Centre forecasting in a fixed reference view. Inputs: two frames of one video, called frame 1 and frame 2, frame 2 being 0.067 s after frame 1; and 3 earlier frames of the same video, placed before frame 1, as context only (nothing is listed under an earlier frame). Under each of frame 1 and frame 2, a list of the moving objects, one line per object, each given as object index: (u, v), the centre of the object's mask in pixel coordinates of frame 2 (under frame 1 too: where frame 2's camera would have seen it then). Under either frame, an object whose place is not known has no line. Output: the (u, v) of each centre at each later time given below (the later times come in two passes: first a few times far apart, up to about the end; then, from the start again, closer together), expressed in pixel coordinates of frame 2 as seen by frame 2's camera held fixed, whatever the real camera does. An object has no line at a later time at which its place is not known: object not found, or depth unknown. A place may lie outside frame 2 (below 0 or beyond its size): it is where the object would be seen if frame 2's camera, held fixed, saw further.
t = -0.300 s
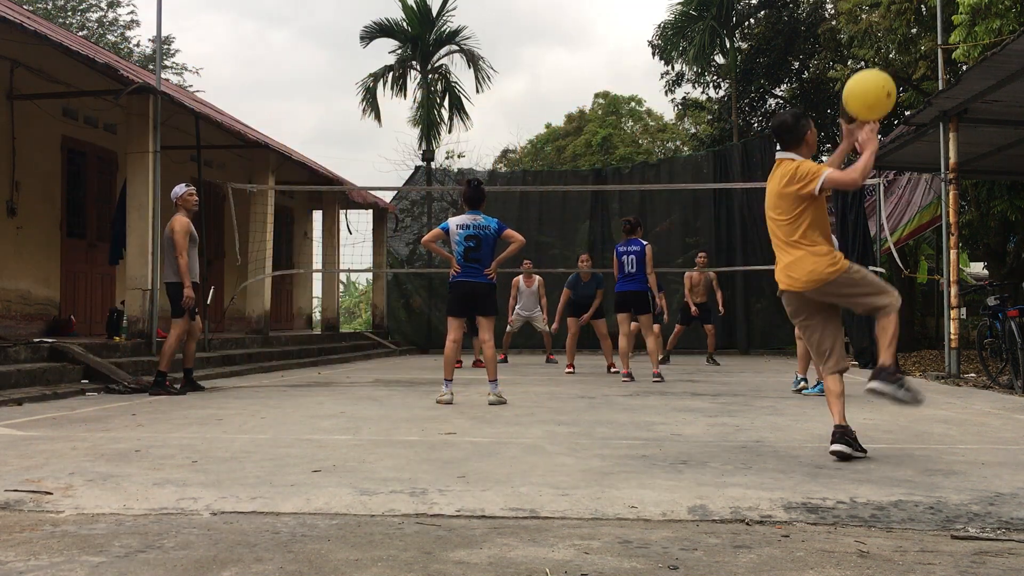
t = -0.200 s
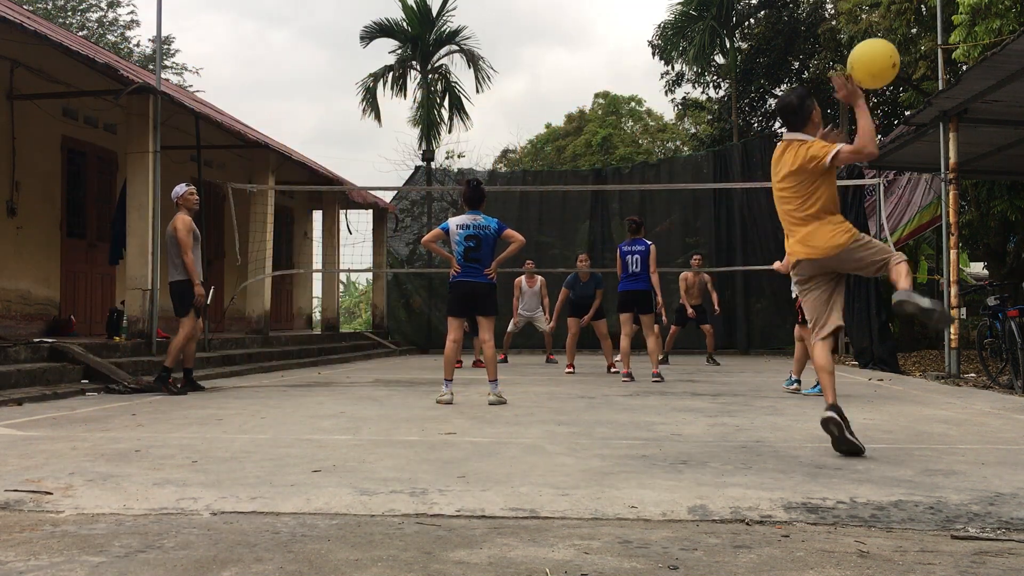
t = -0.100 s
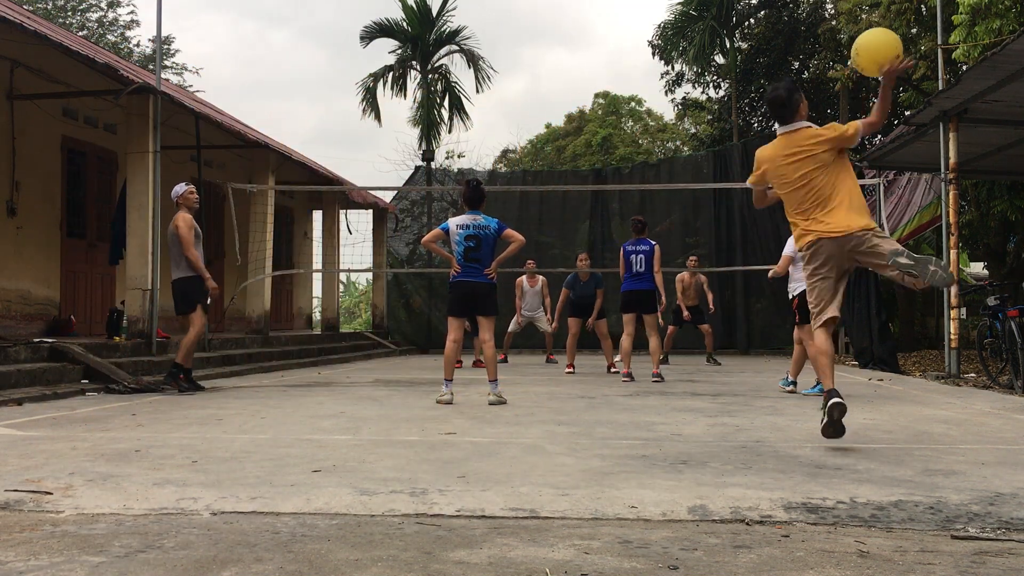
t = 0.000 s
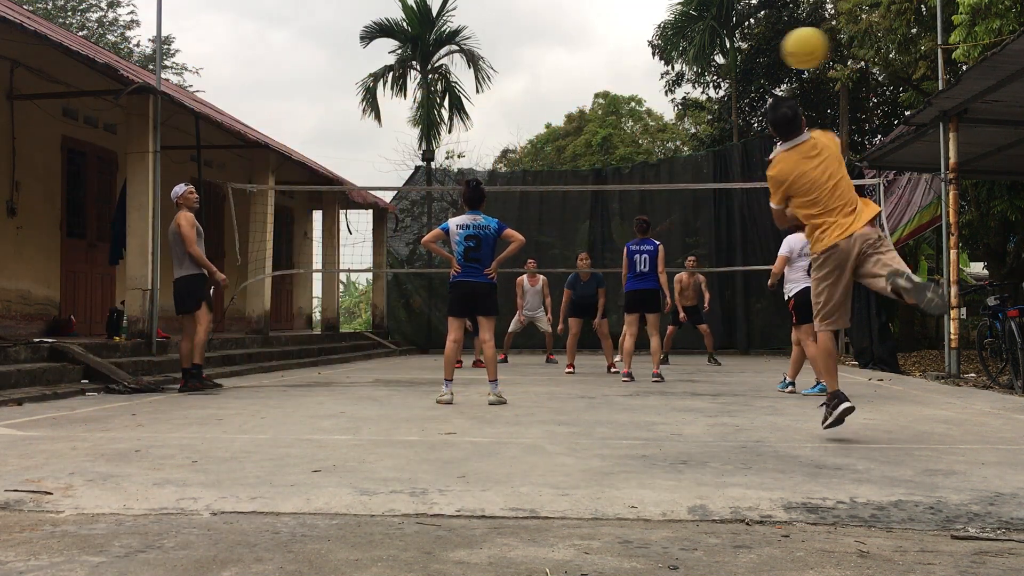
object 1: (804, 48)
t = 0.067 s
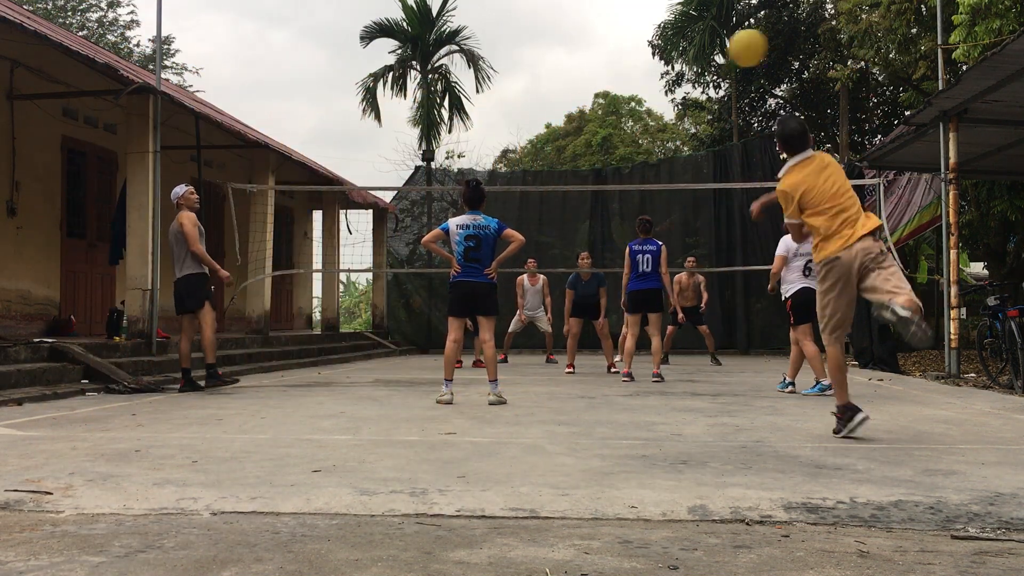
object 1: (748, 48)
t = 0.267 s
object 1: (639, 82)
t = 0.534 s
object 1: (564, 169)
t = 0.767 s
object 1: (529, 260)
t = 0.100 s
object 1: (724, 50)
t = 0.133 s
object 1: (703, 53)
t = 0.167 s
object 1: (685, 59)
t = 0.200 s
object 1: (669, 66)
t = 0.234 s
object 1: (653, 74)
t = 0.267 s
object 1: (639, 82)
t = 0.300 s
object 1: (627, 91)
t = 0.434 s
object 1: (587, 133)
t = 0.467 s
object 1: (578, 145)
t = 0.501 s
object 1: (571, 157)
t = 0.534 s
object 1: (564, 169)
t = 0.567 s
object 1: (558, 181)
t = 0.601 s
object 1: (552, 195)
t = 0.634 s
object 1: (547, 208)
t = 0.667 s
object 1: (542, 221)
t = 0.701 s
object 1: (537, 234)
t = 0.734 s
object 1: (533, 247)
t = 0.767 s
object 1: (529, 260)
